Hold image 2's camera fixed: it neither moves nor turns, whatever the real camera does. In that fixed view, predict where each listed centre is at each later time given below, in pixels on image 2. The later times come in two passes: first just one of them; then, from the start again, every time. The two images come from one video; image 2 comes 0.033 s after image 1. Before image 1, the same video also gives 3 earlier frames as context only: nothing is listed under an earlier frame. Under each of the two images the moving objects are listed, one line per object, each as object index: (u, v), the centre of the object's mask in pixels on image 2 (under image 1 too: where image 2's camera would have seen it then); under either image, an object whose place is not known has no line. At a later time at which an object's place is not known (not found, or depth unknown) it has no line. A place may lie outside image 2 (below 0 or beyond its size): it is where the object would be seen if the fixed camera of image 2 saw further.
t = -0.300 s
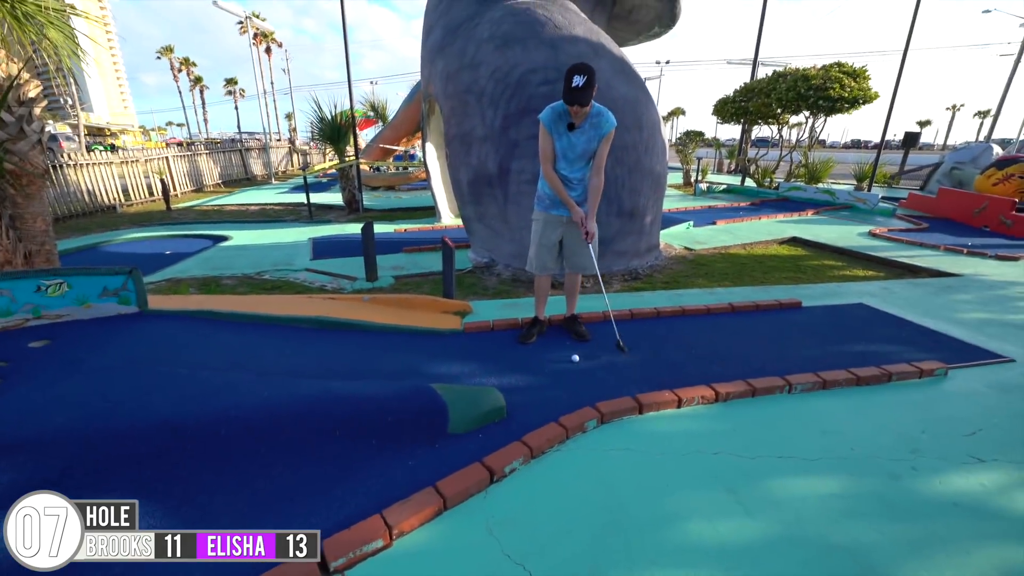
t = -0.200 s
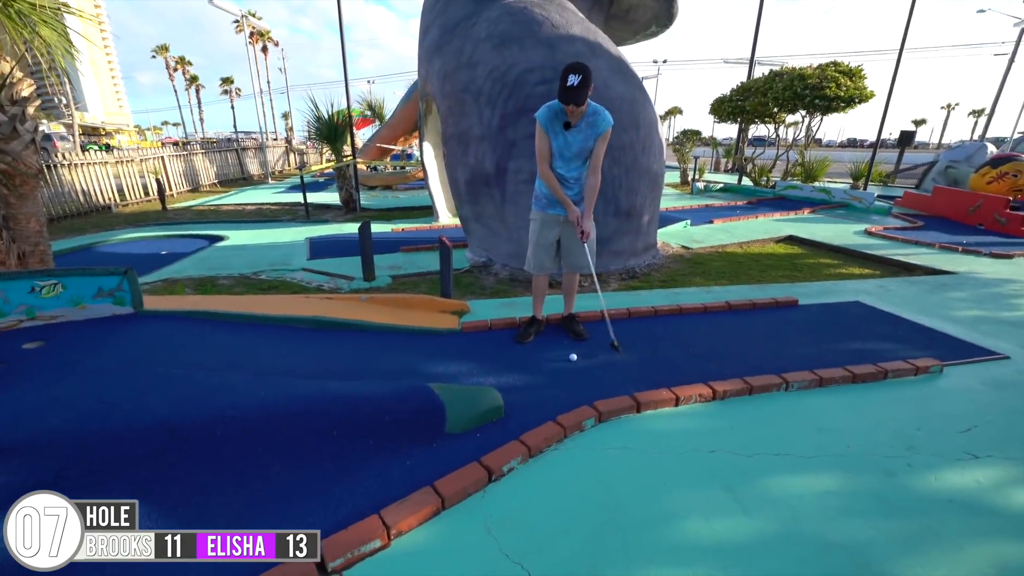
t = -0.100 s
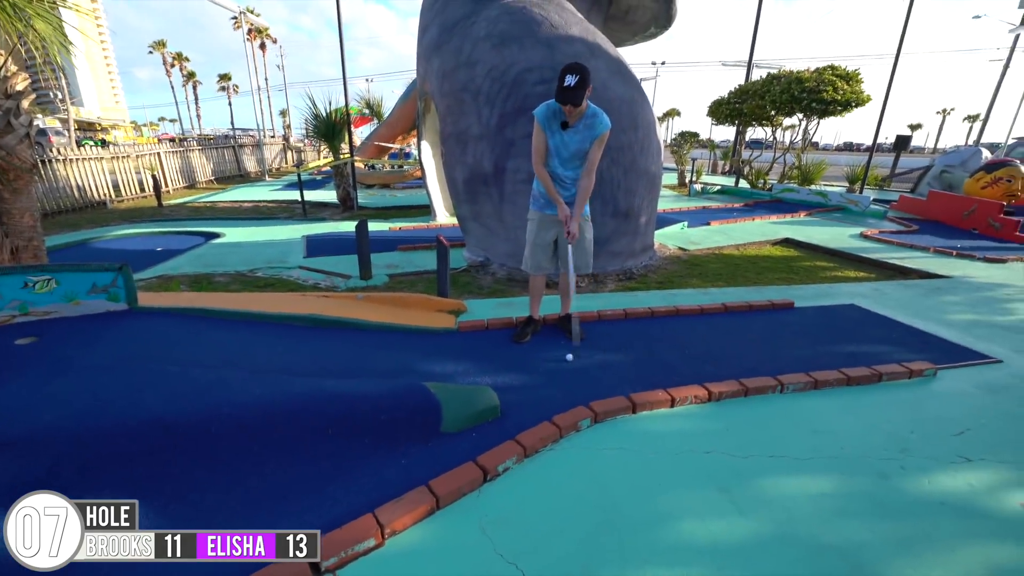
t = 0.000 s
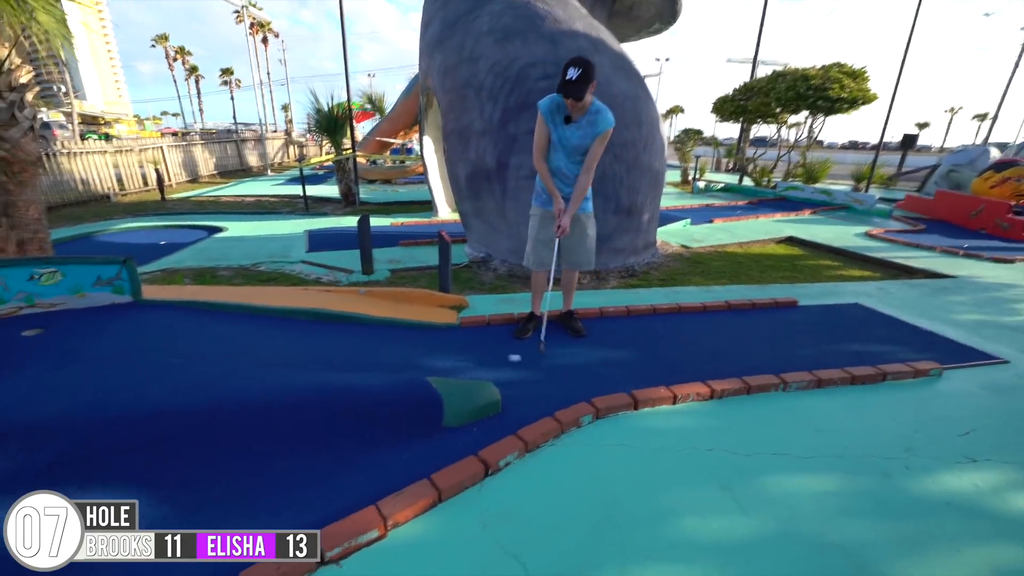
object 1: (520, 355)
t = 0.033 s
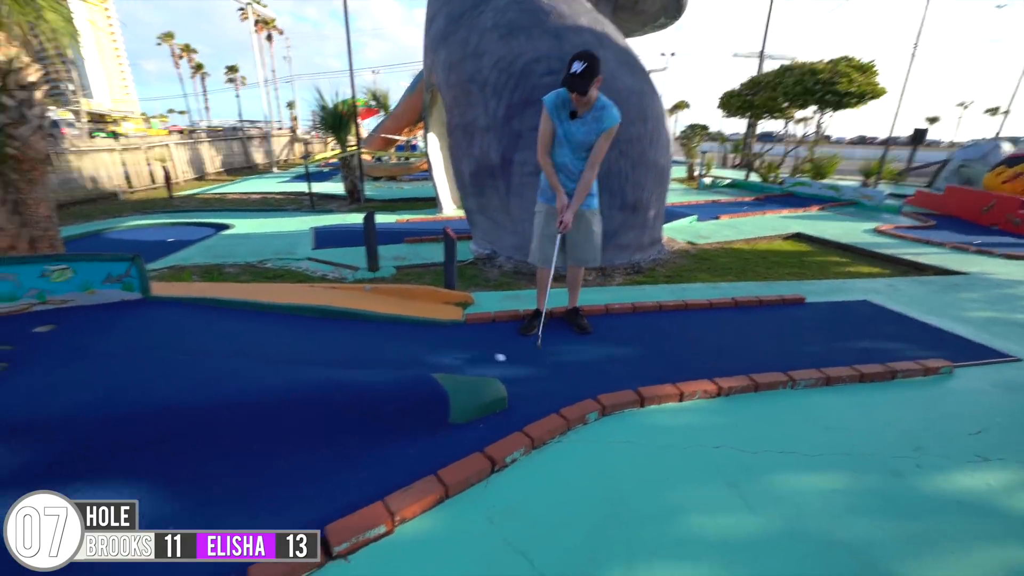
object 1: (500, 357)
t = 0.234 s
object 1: (391, 357)
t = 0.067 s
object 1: (480, 358)
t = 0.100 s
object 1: (461, 360)
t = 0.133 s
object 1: (442, 360)
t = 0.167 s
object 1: (424, 360)
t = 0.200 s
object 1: (407, 358)
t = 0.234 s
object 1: (391, 357)
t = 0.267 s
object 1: (375, 355)
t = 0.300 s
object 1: (358, 354)
